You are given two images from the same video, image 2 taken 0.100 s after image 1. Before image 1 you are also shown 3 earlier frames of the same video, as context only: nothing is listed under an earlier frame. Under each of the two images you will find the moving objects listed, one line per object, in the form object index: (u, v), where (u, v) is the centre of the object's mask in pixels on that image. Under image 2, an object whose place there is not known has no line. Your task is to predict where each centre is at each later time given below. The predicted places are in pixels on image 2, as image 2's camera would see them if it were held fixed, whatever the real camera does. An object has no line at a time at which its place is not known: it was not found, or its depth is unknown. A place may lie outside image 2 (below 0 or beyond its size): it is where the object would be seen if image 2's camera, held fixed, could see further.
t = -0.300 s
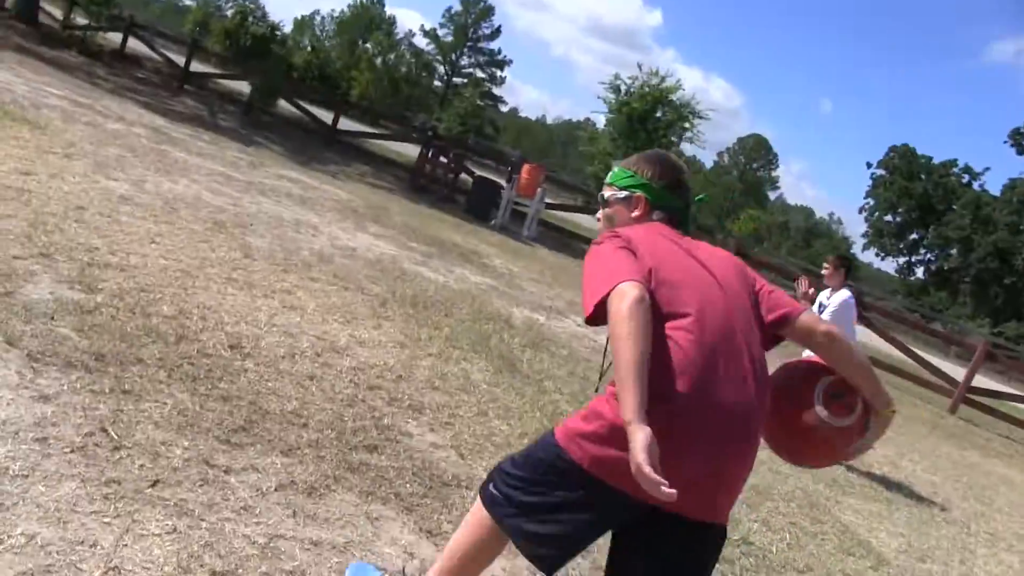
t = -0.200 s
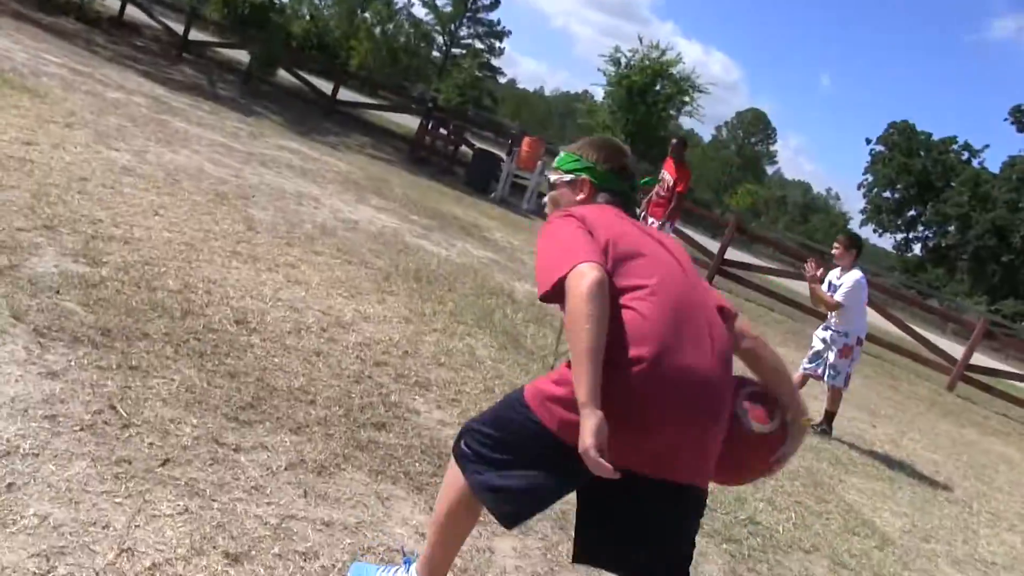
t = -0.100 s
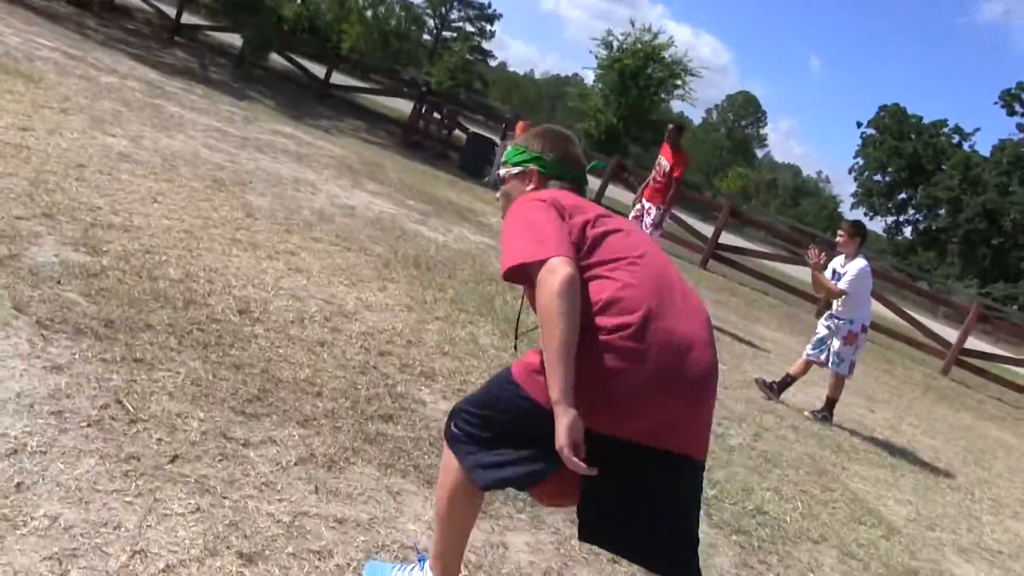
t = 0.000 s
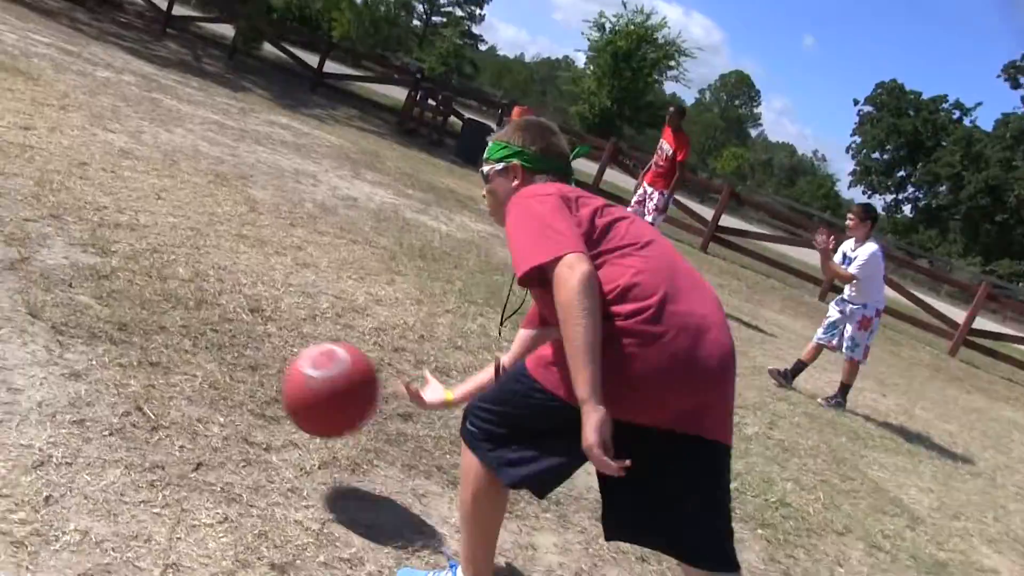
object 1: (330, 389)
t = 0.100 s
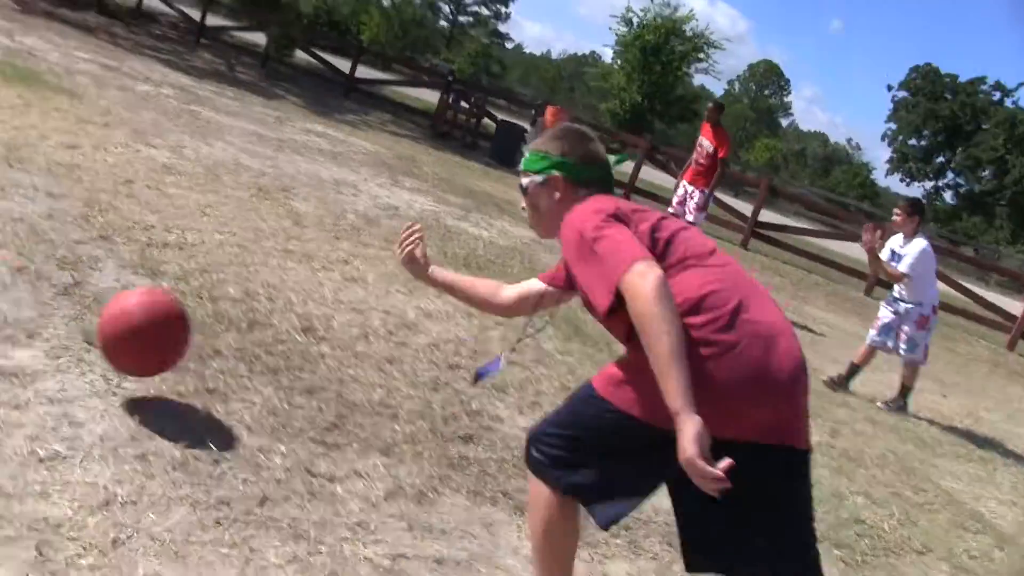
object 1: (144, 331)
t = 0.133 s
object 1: (69, 311)
